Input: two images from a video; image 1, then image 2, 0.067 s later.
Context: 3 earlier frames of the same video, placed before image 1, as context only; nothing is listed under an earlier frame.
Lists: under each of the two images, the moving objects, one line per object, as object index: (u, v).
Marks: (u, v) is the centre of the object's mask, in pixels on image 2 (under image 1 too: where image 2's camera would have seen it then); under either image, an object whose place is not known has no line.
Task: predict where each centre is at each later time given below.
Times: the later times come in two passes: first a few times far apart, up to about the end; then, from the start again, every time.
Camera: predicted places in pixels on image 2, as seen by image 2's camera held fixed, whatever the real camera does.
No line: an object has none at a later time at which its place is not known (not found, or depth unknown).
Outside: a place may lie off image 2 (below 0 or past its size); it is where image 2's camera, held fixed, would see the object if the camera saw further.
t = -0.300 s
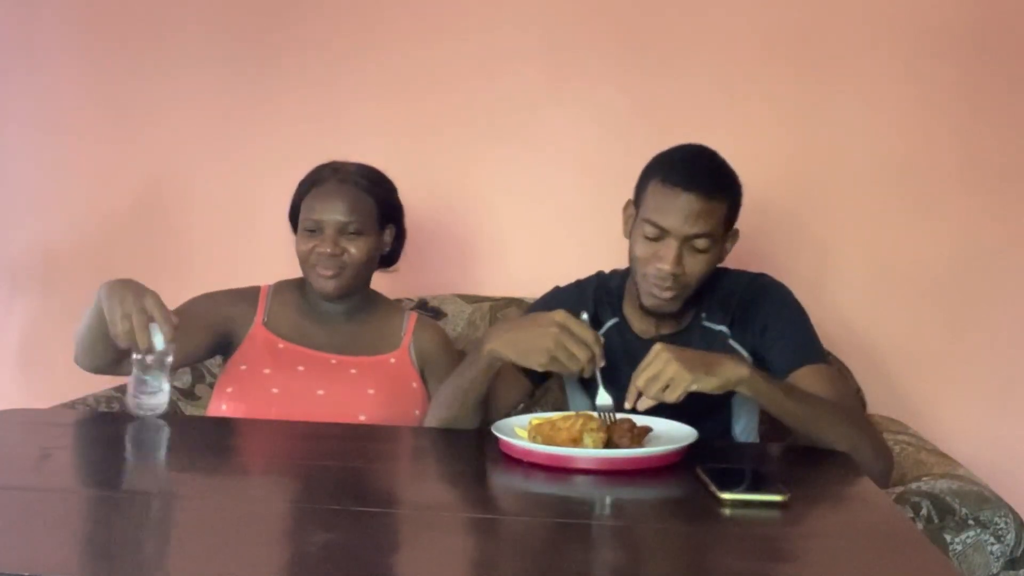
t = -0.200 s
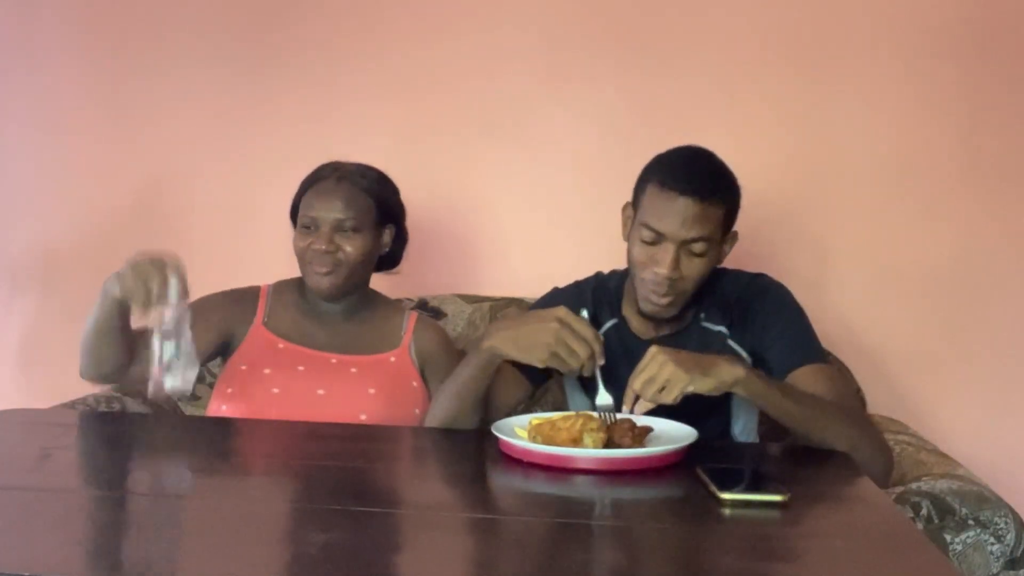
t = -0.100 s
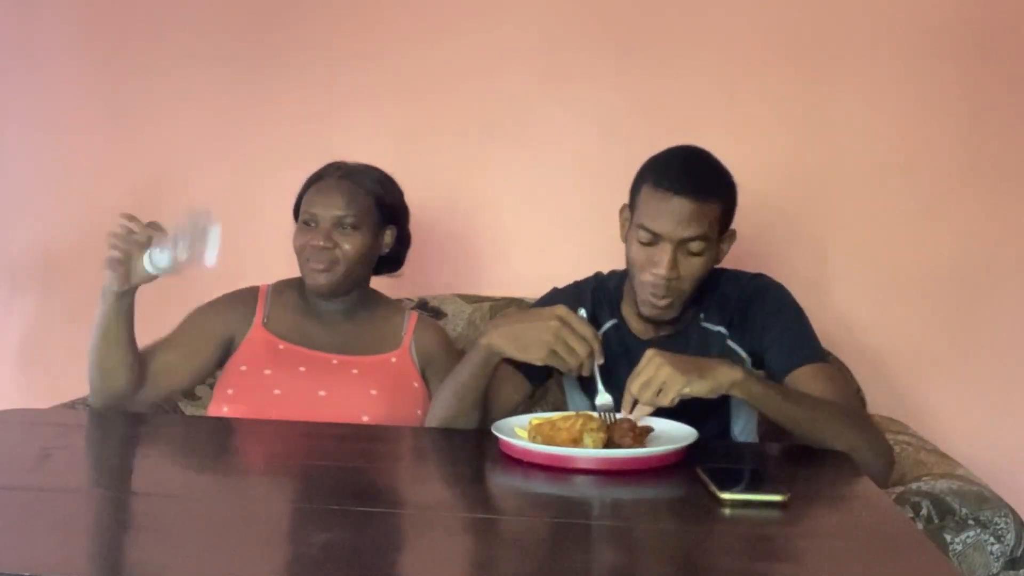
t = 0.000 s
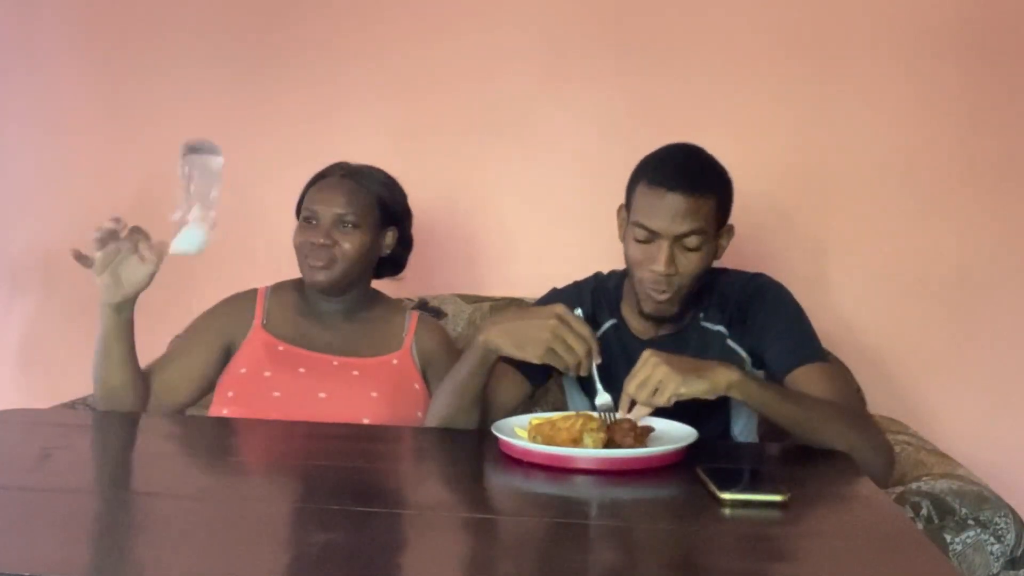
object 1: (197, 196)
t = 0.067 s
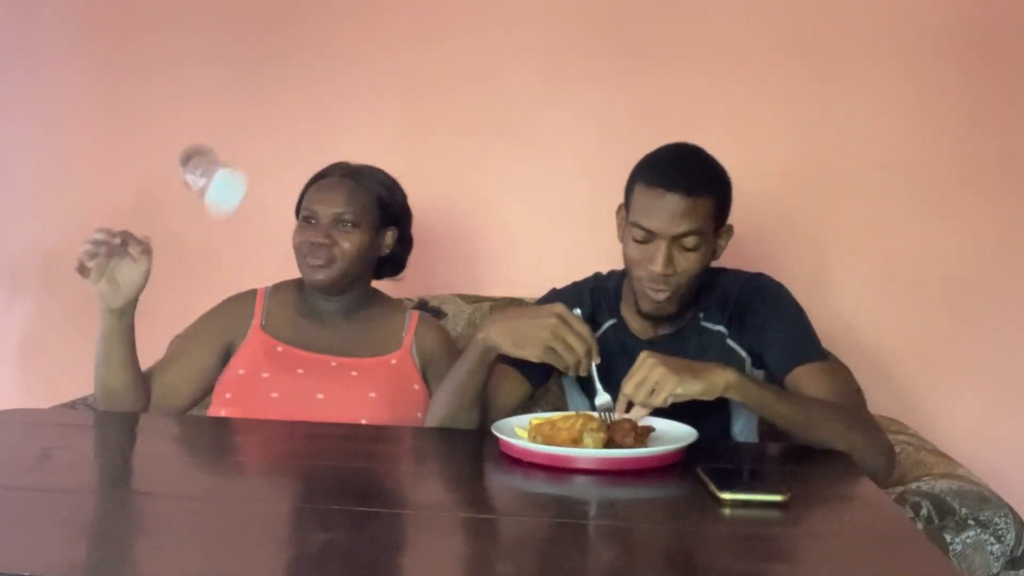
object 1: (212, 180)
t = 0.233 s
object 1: (220, 297)
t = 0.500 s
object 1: (235, 424)
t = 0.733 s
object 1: (256, 422)
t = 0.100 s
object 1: (216, 180)
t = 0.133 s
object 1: (220, 195)
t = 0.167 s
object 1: (219, 219)
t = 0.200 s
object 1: (220, 253)
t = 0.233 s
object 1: (220, 297)
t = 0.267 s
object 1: (221, 349)
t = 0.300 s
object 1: (219, 396)
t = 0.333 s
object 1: (218, 413)
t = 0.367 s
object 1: (224, 420)
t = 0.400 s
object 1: (226, 422)
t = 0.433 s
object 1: (229, 423)
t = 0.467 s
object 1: (232, 424)
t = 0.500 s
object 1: (235, 424)
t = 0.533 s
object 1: (238, 424)
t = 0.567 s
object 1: (240, 424)
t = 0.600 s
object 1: (243, 423)
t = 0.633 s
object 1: (246, 423)
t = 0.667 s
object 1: (250, 422)
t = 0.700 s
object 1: (254, 422)
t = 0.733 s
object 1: (256, 422)
